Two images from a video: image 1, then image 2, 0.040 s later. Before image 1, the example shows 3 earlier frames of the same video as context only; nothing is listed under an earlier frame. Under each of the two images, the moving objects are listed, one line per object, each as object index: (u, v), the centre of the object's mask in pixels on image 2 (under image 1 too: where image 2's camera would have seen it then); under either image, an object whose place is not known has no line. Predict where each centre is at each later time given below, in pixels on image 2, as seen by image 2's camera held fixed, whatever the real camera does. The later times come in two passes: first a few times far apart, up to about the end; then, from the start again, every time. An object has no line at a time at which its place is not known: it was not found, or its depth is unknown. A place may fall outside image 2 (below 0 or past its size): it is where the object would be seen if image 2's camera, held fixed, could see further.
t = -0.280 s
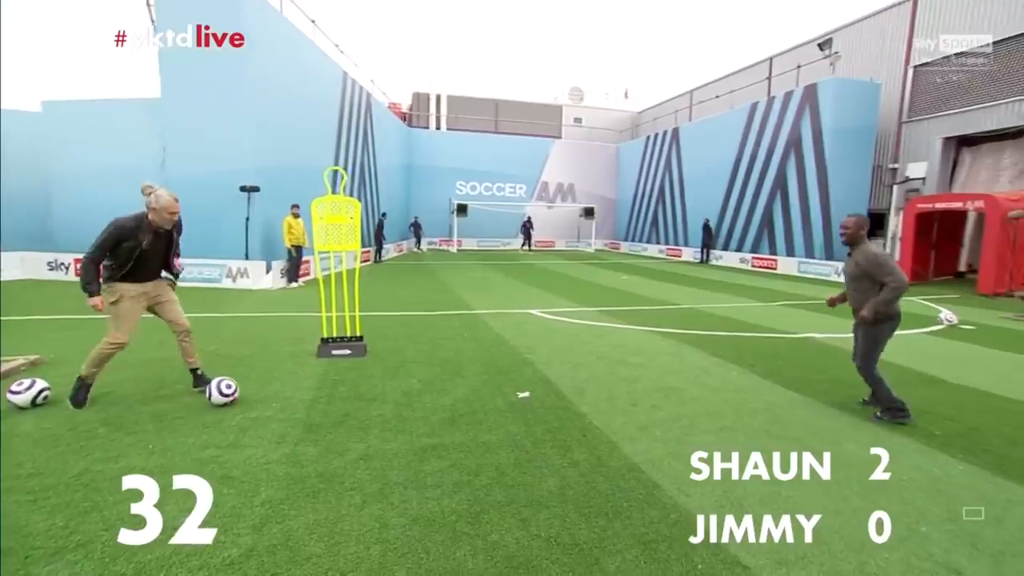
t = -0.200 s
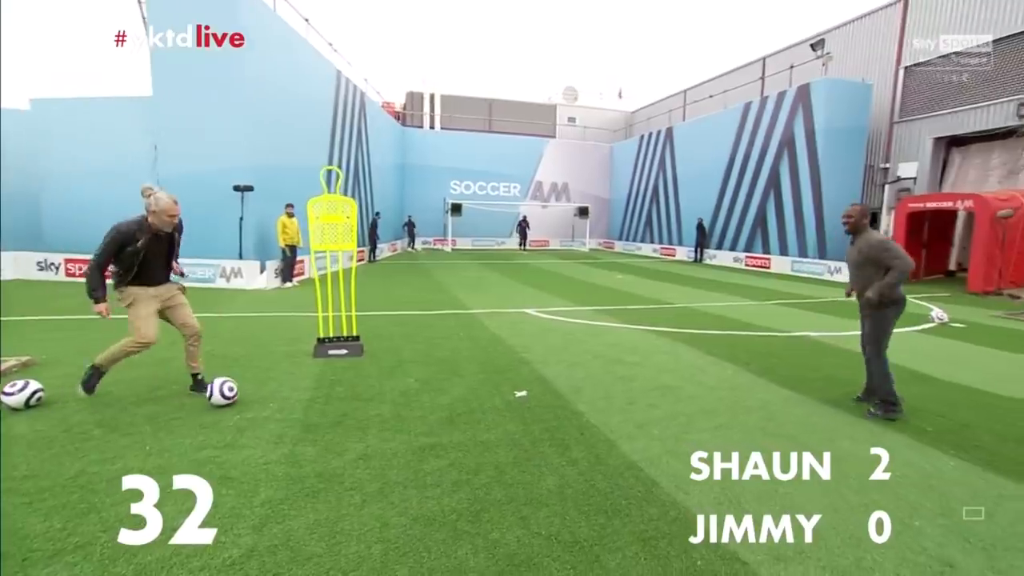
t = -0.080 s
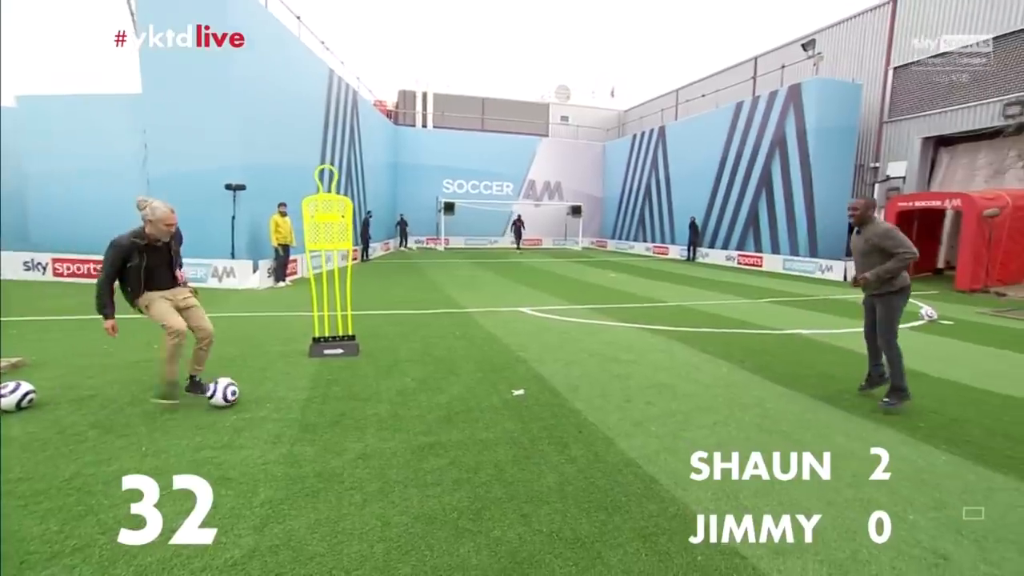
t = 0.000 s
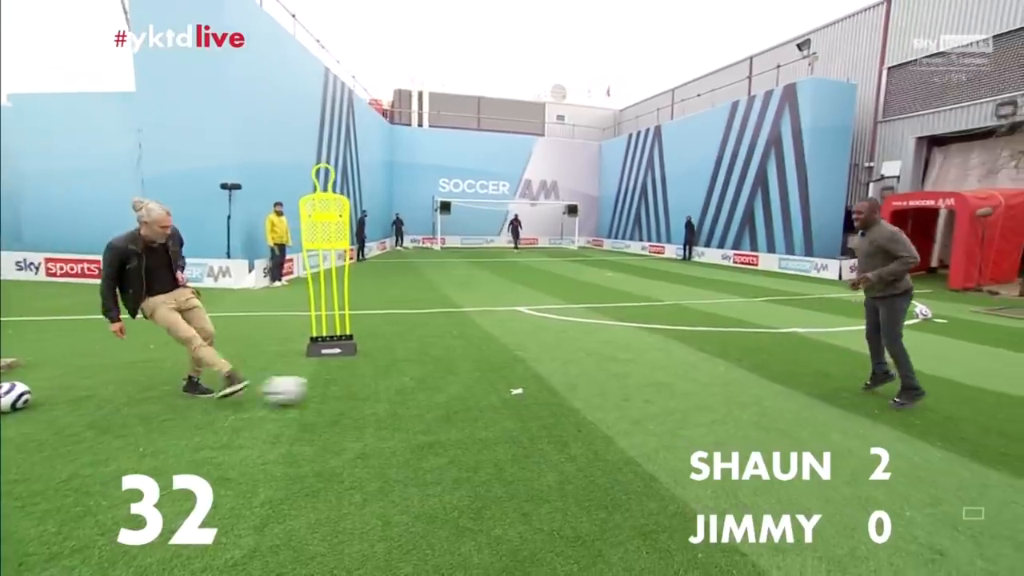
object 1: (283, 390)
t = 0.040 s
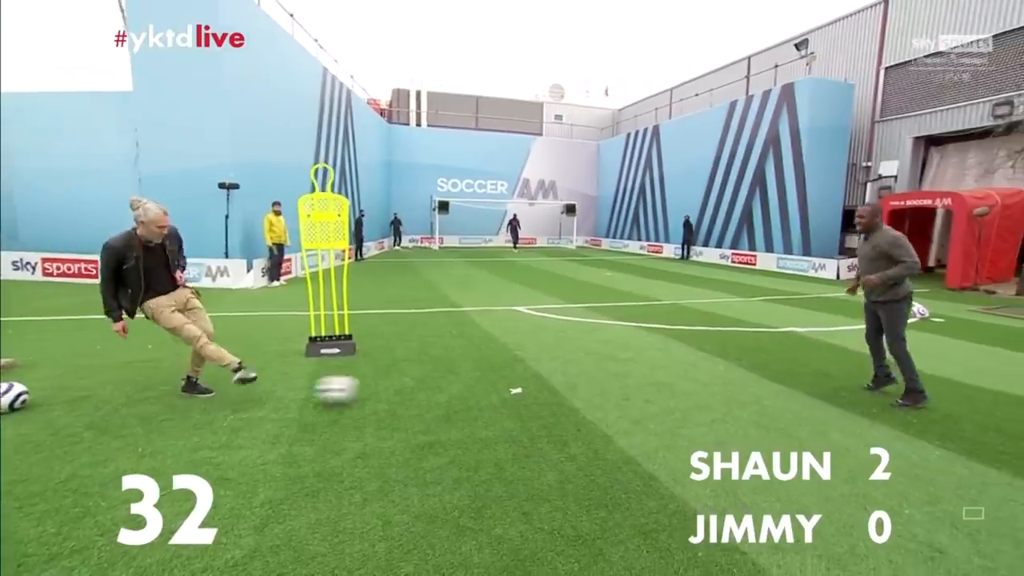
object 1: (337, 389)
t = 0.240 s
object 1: (563, 382)
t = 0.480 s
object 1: (754, 375)
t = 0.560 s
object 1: (802, 371)
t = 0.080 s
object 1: (387, 388)
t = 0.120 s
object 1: (433, 385)
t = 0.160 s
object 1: (478, 383)
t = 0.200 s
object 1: (522, 383)
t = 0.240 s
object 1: (563, 382)
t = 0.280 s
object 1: (600, 380)
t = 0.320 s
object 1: (635, 378)
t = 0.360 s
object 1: (668, 378)
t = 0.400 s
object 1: (701, 379)
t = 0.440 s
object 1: (729, 376)
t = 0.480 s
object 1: (754, 375)
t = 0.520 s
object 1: (780, 374)
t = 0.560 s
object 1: (802, 371)
